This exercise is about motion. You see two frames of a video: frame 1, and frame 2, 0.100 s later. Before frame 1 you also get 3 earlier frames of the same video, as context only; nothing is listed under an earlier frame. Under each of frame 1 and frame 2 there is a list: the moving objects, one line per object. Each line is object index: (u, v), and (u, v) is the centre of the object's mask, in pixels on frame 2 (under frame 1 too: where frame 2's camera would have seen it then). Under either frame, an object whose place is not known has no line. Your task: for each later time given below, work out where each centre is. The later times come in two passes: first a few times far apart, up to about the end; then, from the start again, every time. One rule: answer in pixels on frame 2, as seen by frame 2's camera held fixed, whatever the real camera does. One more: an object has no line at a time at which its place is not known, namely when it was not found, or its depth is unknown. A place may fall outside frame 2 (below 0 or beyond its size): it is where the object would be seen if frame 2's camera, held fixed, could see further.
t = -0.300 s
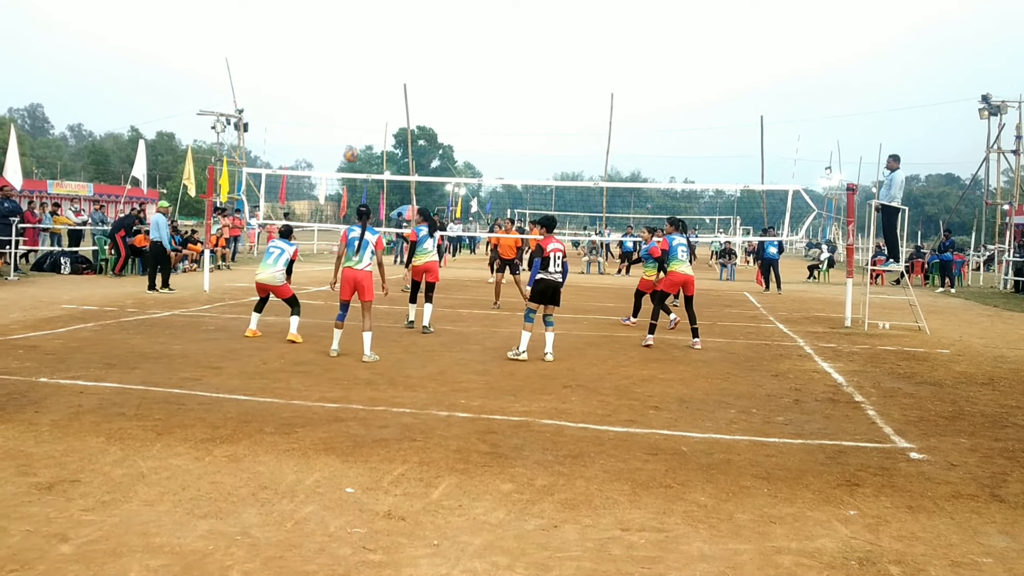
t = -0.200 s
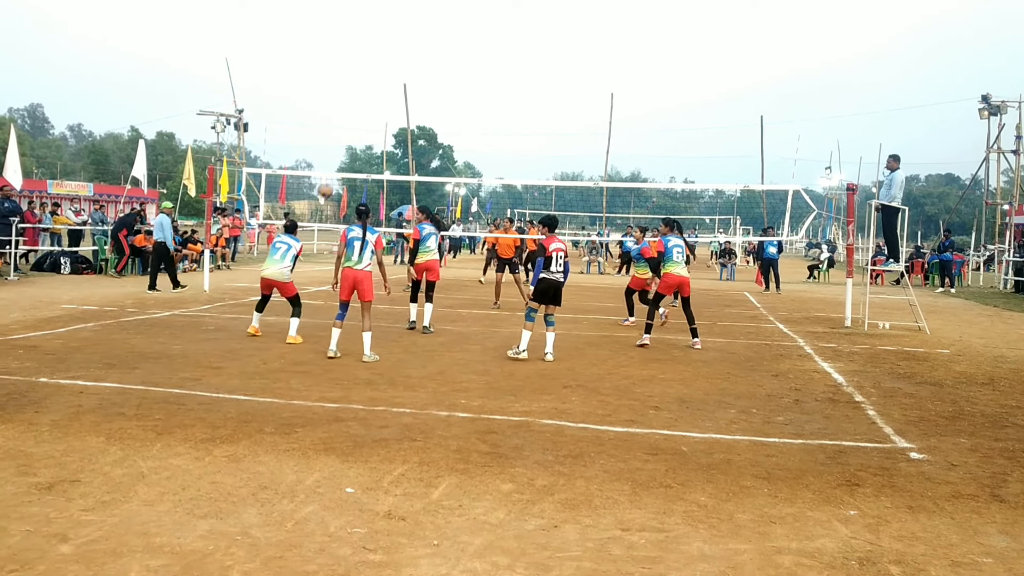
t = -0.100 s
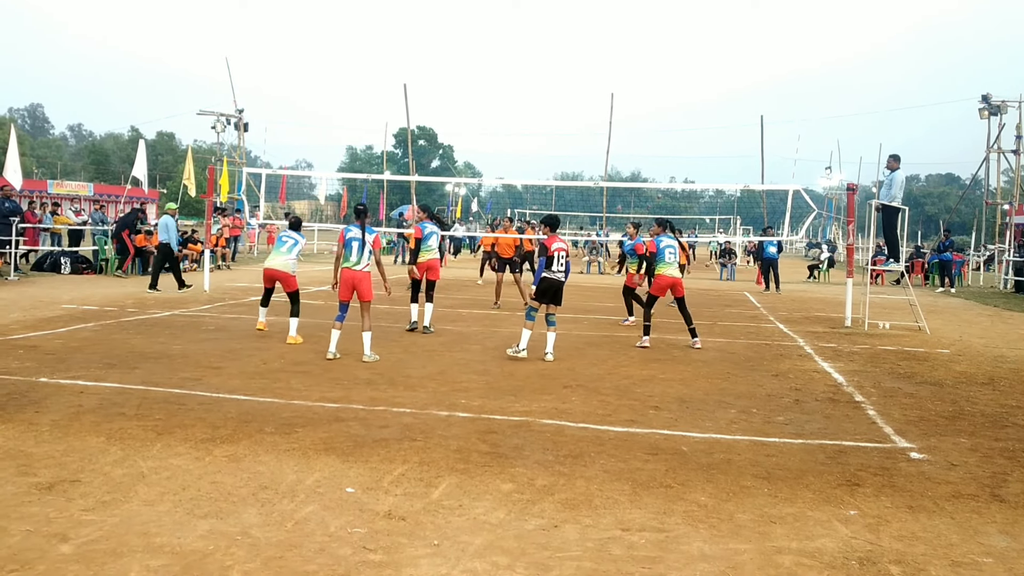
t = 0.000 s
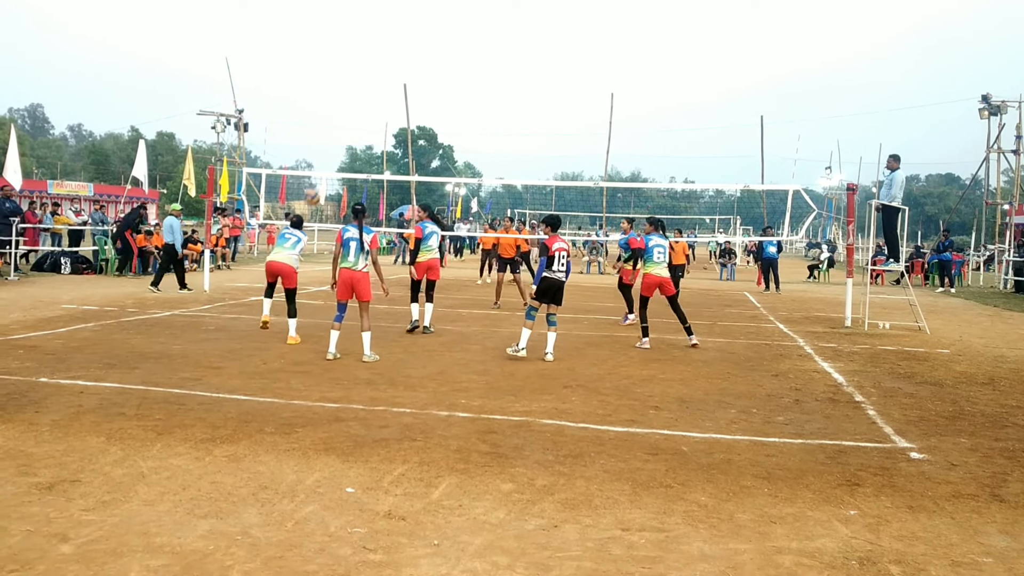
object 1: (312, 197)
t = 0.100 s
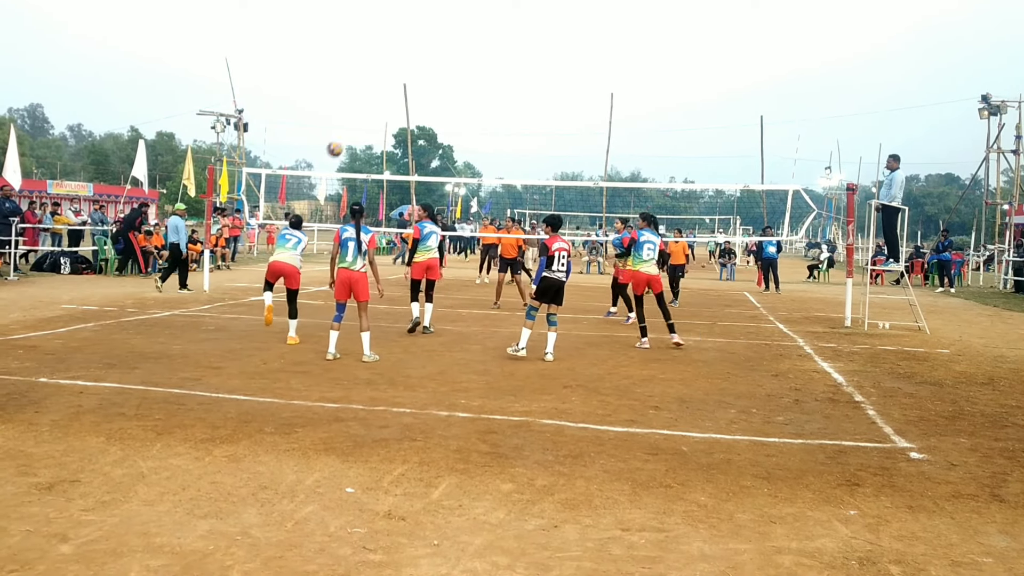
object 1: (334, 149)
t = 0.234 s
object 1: (363, 100)
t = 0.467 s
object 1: (408, 52)
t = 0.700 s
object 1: (447, 44)
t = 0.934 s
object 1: (481, 73)
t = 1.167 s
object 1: (510, 131)
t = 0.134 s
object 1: (342, 135)
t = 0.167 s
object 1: (349, 122)
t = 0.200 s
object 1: (356, 111)
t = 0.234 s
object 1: (363, 100)
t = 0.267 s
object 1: (370, 90)
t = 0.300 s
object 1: (376, 82)
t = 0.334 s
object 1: (383, 74)
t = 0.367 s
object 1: (389, 67)
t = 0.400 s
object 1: (396, 61)
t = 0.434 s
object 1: (402, 56)
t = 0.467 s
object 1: (408, 52)
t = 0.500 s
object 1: (414, 49)
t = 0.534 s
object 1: (419, 46)
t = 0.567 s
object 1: (425, 44)
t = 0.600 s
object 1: (431, 43)
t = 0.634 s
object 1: (436, 43)
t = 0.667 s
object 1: (442, 43)
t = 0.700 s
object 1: (447, 44)
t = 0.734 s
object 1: (452, 46)
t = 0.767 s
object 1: (457, 49)
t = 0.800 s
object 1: (462, 53)
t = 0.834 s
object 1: (467, 57)
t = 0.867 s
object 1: (472, 62)
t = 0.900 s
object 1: (476, 67)
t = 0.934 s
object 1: (481, 73)
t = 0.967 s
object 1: (485, 79)
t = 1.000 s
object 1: (490, 87)
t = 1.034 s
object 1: (494, 94)
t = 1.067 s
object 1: (498, 103)
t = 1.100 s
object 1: (502, 112)
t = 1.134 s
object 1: (506, 121)
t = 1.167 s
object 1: (510, 131)
